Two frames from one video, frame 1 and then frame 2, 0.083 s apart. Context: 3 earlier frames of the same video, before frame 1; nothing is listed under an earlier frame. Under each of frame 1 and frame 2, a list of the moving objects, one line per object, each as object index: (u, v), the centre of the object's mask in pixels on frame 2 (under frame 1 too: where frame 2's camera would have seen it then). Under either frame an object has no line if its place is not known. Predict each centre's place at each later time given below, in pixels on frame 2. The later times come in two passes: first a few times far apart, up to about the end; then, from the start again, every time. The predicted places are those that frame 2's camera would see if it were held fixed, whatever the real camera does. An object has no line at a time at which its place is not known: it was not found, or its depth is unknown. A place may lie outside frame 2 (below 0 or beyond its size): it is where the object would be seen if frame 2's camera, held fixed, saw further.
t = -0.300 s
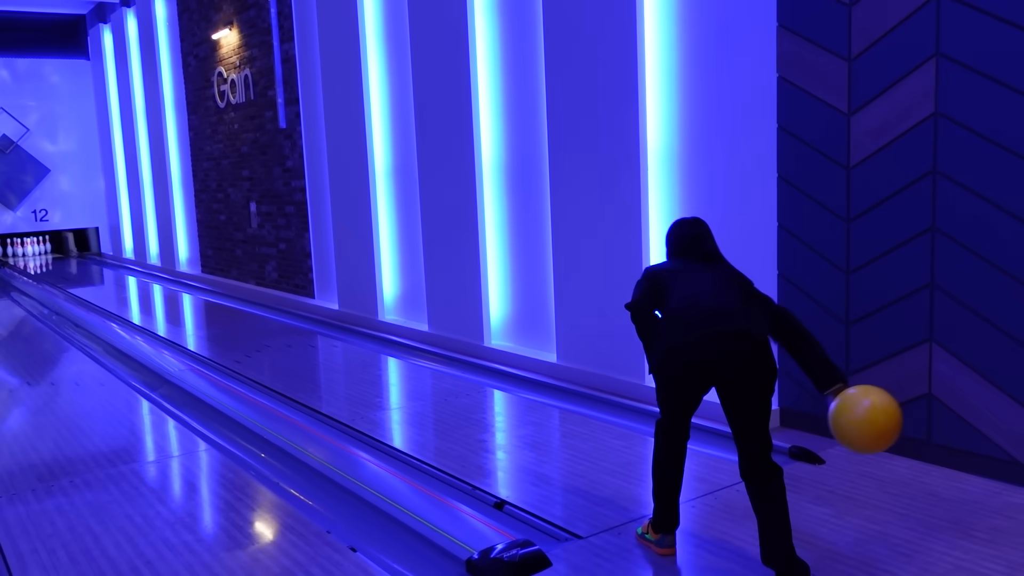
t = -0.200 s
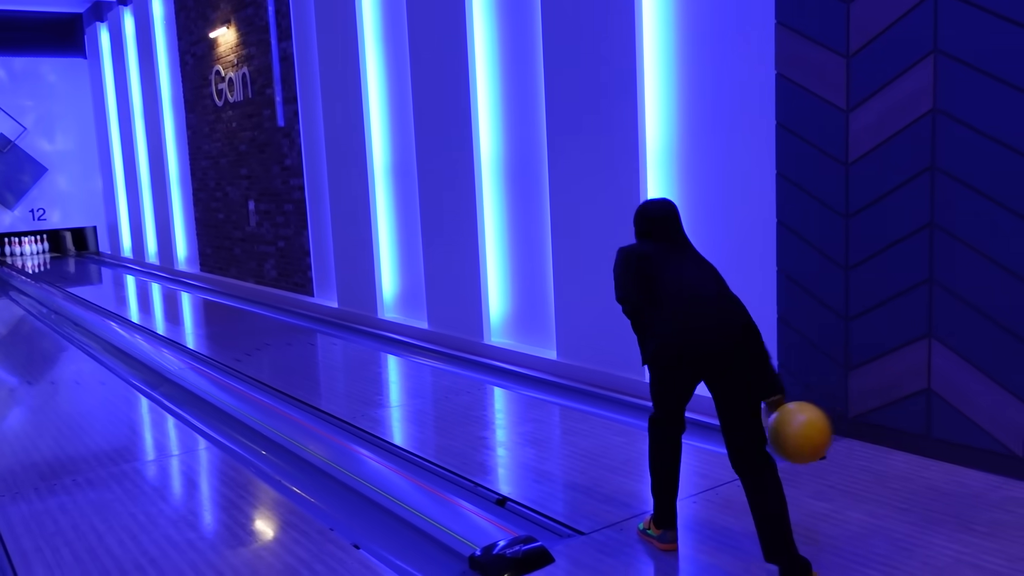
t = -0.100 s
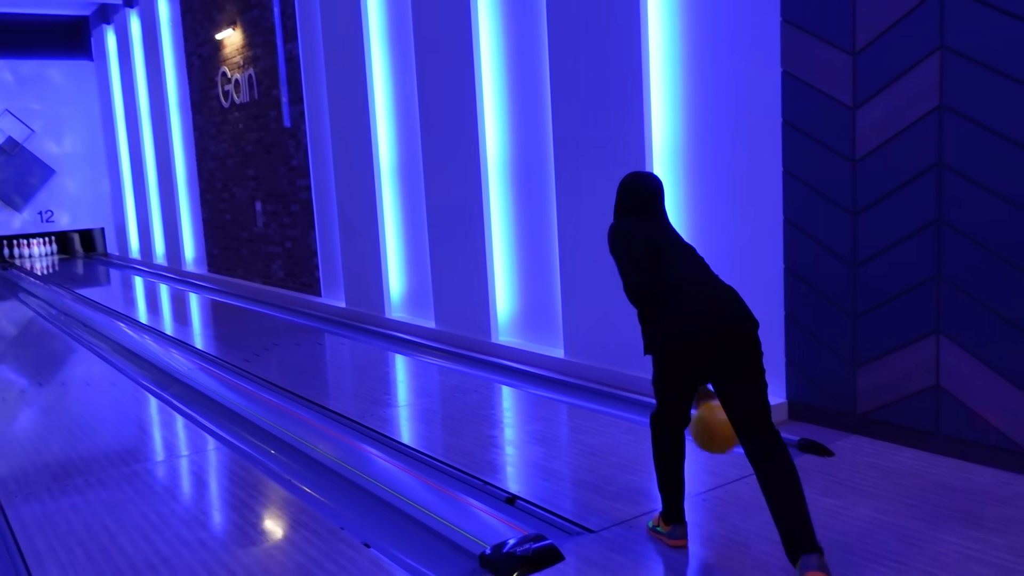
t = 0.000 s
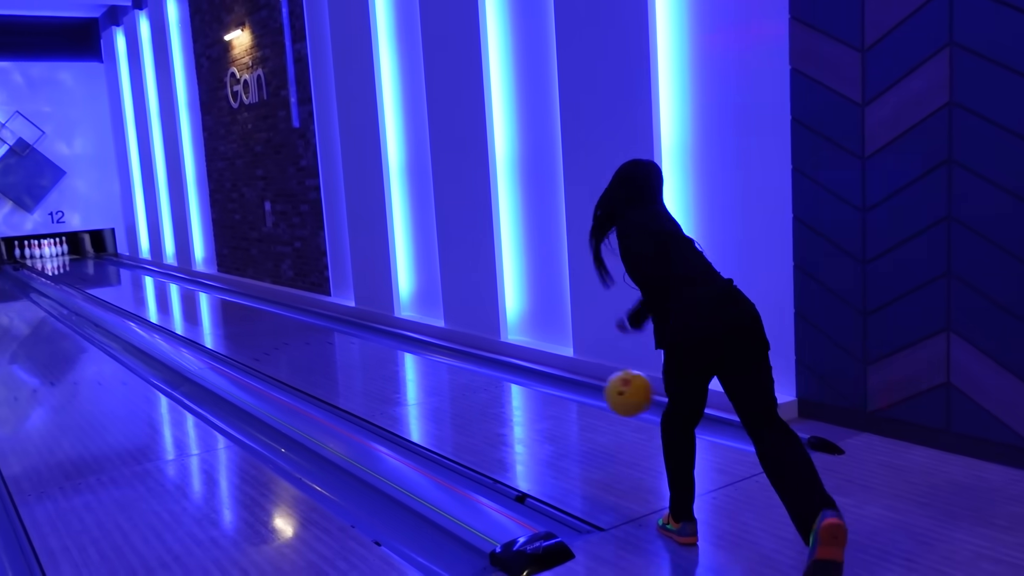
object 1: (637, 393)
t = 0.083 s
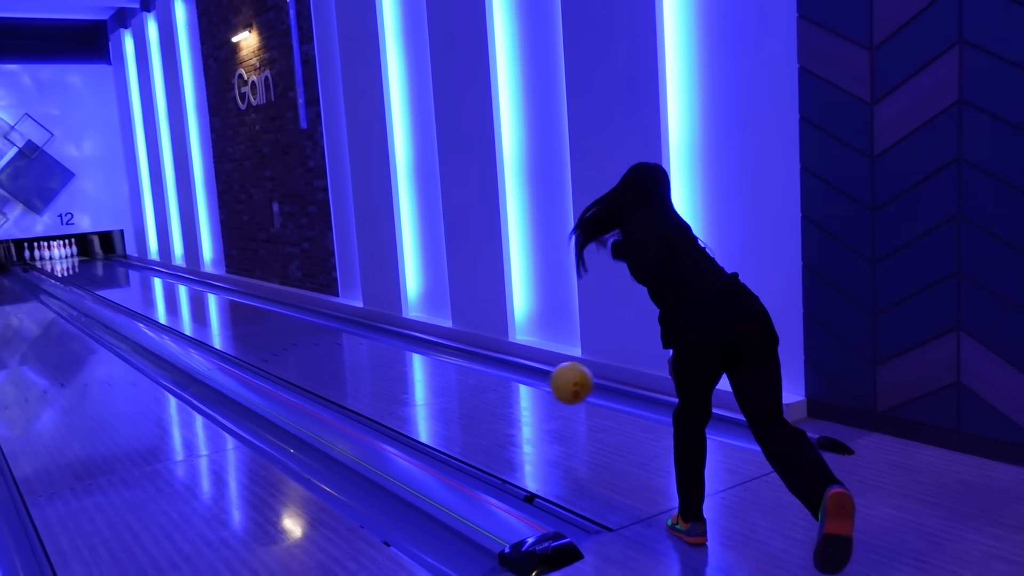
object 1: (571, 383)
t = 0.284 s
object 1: (455, 378)
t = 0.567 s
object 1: (349, 344)
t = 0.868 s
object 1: (276, 319)
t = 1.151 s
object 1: (228, 302)
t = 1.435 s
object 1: (191, 290)
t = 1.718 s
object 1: (162, 280)
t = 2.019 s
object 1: (139, 273)
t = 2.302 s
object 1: (119, 267)
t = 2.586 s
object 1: (103, 262)
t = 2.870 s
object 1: (88, 259)
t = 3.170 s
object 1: (75, 259)
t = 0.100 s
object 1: (559, 382)
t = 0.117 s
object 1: (549, 383)
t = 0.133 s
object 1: (538, 383)
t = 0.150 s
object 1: (527, 385)
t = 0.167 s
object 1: (517, 386)
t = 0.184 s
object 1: (507, 388)
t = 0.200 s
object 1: (499, 391)
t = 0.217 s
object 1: (489, 392)
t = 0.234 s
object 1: (481, 388)
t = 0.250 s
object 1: (472, 384)
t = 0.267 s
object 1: (463, 381)
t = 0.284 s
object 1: (455, 378)
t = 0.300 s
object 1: (448, 376)
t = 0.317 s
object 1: (440, 375)
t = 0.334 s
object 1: (433, 373)
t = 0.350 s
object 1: (426, 370)
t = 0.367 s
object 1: (419, 367)
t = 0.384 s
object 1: (412, 366)
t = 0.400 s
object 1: (405, 364)
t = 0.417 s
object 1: (399, 361)
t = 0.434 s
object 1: (393, 359)
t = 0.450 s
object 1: (388, 357)
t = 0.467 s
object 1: (382, 355)
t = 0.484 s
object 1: (376, 353)
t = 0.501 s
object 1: (370, 352)
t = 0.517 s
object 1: (365, 350)
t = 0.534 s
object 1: (360, 348)
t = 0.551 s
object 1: (354, 346)
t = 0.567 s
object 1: (349, 344)
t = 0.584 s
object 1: (344, 343)
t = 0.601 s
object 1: (340, 341)
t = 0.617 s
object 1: (335, 339)
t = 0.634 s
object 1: (331, 338)
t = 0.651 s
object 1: (326, 337)
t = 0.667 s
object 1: (322, 335)
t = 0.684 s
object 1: (317, 333)
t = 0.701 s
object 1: (313, 332)
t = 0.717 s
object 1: (309, 331)
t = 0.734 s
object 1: (305, 329)
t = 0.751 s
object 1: (301, 328)
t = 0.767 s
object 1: (297, 327)
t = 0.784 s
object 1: (294, 325)
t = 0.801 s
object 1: (290, 324)
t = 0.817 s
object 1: (286, 323)
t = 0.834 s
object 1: (283, 322)
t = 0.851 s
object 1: (279, 320)
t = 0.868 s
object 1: (276, 319)
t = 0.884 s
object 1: (273, 318)
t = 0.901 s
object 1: (269, 317)
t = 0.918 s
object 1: (266, 317)
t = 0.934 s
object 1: (263, 315)
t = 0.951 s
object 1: (260, 314)
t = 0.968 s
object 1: (257, 313)
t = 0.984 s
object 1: (254, 312)
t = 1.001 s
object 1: (252, 311)
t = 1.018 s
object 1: (249, 310)
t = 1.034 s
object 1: (246, 309)
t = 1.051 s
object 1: (244, 308)
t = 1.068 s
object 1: (240, 307)
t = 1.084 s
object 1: (238, 306)
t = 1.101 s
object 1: (236, 305)
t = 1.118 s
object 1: (233, 304)
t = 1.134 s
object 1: (230, 303)
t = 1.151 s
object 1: (228, 302)
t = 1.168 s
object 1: (225, 302)
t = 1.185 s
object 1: (223, 301)
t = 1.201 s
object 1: (221, 300)
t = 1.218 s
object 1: (218, 299)
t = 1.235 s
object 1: (216, 298)
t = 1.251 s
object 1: (214, 298)
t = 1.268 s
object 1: (212, 297)
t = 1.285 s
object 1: (209, 296)
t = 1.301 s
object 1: (207, 295)
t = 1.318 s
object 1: (205, 295)
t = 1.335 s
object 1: (203, 294)
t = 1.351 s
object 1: (200, 293)
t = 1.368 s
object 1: (199, 293)
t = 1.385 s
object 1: (197, 292)
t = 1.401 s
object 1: (195, 292)
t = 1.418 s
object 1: (193, 291)
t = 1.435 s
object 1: (191, 290)
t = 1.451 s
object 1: (189, 289)
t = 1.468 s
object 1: (187, 289)
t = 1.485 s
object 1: (185, 288)
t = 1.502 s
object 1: (184, 288)
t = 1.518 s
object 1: (182, 287)
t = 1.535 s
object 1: (180, 286)
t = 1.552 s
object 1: (178, 286)
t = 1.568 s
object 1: (177, 285)
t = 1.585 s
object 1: (175, 284)
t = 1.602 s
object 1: (174, 284)
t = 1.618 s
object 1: (172, 284)
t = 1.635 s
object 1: (170, 283)
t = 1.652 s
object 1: (169, 283)
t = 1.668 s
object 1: (167, 282)
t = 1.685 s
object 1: (166, 282)
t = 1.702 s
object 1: (164, 281)
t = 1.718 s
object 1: (162, 280)
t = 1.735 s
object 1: (160, 280)
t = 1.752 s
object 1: (159, 279)
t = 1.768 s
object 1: (157, 279)
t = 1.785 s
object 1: (156, 278)
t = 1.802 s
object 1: (155, 278)
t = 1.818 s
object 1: (154, 277)
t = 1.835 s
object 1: (152, 277)
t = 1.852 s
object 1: (150, 277)
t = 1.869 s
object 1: (149, 276)
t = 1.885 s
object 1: (148, 276)
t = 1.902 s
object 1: (147, 275)
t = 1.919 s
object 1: (146, 275)
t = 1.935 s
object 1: (145, 275)
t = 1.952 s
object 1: (144, 275)
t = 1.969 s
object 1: (142, 274)
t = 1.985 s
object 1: (141, 274)
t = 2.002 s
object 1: (140, 273)
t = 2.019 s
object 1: (139, 273)
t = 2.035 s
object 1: (137, 272)
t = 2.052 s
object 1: (136, 272)
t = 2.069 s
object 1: (135, 272)
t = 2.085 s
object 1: (134, 271)
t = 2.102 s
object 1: (133, 271)
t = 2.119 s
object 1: (132, 271)
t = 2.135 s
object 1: (131, 270)
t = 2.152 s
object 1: (130, 270)
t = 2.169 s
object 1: (128, 270)
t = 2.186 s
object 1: (127, 269)
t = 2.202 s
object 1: (126, 269)
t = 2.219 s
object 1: (125, 269)
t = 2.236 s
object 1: (124, 268)
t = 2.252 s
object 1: (123, 268)
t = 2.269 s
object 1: (122, 268)
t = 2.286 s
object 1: (120, 268)
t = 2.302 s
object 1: (119, 267)
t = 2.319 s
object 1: (118, 267)
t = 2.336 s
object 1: (117, 267)
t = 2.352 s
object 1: (116, 266)
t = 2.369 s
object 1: (115, 266)
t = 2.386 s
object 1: (115, 266)
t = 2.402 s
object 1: (114, 265)
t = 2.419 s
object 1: (112, 265)
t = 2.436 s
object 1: (111, 265)
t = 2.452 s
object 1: (111, 265)
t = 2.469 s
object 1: (110, 264)
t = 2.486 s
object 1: (109, 264)
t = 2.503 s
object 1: (108, 264)
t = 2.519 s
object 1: (107, 263)
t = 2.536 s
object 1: (106, 263)
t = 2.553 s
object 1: (105, 263)
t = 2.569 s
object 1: (104, 262)
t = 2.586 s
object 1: (103, 262)
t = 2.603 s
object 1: (102, 262)
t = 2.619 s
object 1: (102, 262)
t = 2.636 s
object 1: (101, 262)
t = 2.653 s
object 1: (100, 262)
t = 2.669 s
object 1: (99, 261)
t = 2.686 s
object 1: (98, 261)
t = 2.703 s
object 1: (97, 261)
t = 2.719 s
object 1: (96, 261)
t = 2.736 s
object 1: (96, 260)
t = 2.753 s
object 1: (95, 260)
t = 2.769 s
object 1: (94, 260)
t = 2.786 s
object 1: (93, 260)
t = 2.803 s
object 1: (92, 260)
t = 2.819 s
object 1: (91, 260)
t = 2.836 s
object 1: (91, 259)
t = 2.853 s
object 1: (90, 259)
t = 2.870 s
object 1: (88, 259)
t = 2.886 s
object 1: (87, 259)
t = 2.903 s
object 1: (86, 259)
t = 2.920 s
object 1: (86, 259)
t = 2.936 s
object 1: (85, 259)
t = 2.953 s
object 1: (85, 259)
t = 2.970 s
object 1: (83, 259)
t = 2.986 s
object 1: (83, 259)
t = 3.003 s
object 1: (82, 259)
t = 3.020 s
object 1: (82, 259)
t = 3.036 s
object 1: (81, 260)
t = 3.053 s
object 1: (80, 260)
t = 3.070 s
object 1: (80, 259)
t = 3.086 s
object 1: (79, 259)
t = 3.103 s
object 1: (79, 259)
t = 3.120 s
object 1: (77, 260)
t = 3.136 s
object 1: (76, 260)
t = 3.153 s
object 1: (76, 260)
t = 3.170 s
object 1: (75, 259)
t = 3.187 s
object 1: (74, 260)
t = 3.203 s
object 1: (73, 260)
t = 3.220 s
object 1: (72, 260)
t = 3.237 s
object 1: (71, 260)
